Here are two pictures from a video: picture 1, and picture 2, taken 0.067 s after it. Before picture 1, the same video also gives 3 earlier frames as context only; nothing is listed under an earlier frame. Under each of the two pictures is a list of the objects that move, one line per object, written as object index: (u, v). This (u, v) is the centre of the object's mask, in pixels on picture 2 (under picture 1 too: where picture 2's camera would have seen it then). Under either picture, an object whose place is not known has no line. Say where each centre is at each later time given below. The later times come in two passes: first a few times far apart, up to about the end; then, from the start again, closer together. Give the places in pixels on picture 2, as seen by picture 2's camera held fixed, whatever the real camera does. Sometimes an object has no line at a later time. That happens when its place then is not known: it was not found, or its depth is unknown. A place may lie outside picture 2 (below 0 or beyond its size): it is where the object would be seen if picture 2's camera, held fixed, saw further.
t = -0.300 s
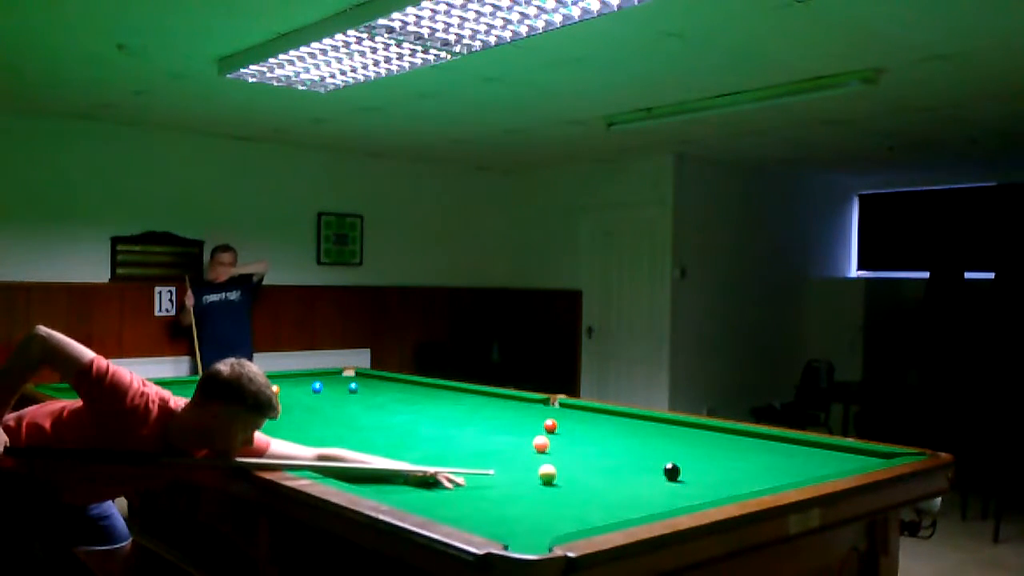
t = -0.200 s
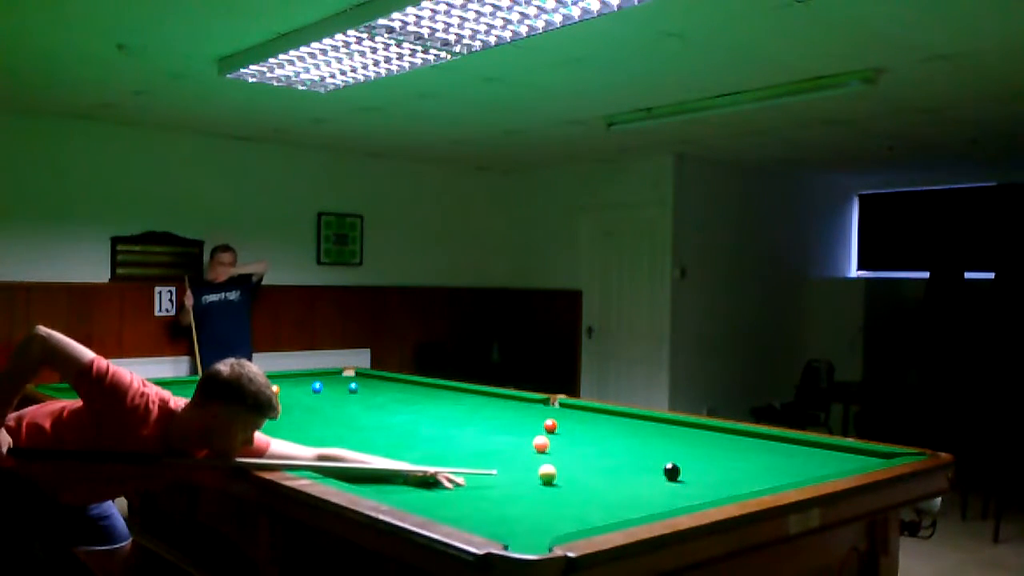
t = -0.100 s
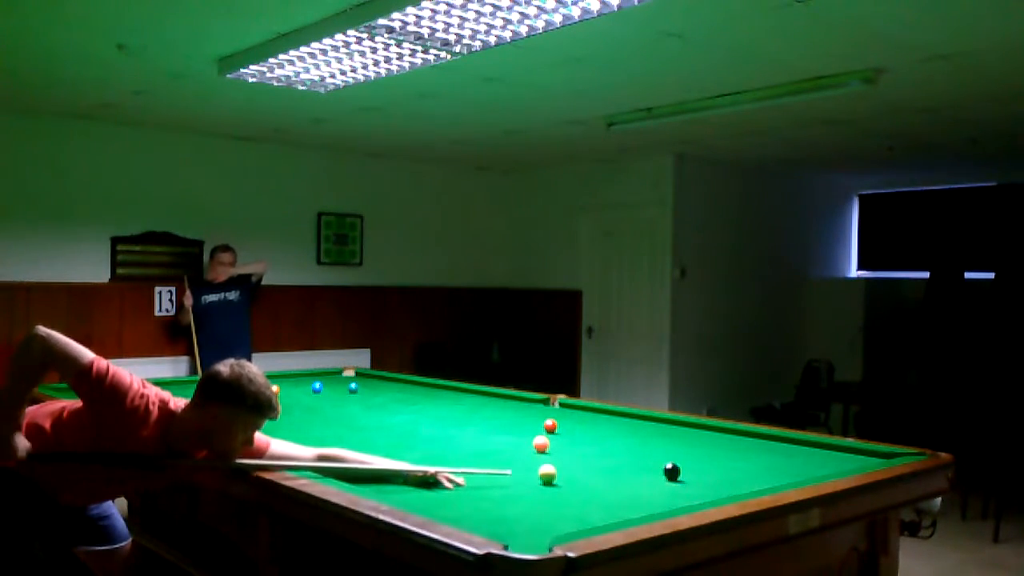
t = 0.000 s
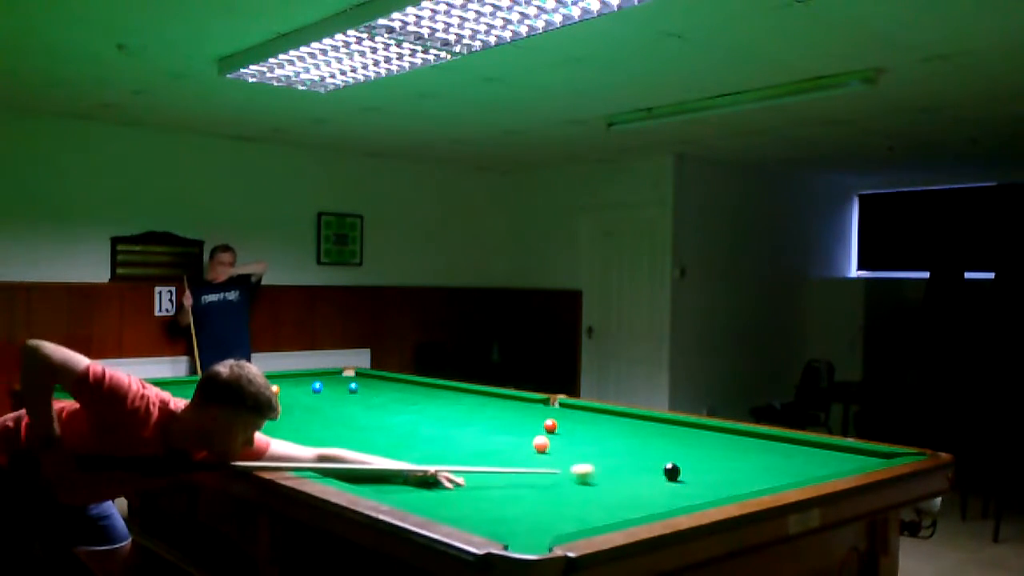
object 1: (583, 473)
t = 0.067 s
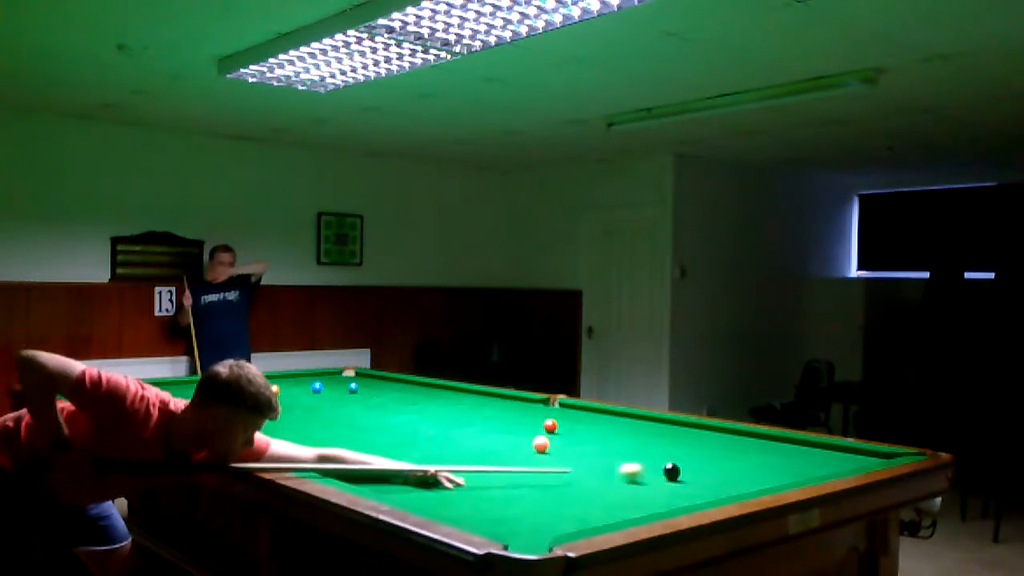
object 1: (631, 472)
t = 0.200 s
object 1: (668, 474)
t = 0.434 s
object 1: (718, 478)
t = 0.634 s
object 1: (763, 479)
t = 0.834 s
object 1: (776, 477)
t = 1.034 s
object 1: (766, 474)
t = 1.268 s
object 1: (754, 467)
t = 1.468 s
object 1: (745, 463)
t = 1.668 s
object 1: (737, 459)
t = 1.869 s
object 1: (730, 455)
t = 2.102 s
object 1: (722, 451)
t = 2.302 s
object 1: (716, 448)
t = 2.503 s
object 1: (710, 445)
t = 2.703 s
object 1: (706, 442)
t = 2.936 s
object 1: (701, 440)
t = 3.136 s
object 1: (698, 438)
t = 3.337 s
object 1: (695, 436)
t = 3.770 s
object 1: (689, 433)
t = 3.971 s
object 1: (687, 432)
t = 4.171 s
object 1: (686, 431)
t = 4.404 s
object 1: (685, 430)
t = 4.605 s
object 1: (684, 429)
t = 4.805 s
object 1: (683, 429)
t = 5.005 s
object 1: (683, 429)
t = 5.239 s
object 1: (684, 429)
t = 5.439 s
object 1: (683, 429)
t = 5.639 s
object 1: (683, 429)
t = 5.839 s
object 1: (683, 429)
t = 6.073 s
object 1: (683, 429)
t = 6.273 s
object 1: (683, 429)
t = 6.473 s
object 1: (683, 429)
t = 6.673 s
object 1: (683, 429)
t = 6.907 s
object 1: (683, 429)
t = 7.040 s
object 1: (683, 429)
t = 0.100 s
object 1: (653, 471)
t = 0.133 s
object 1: (659, 472)
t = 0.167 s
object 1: (663, 473)
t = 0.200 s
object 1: (668, 474)
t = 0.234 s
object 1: (674, 474)
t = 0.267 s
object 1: (681, 475)
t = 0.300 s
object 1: (688, 476)
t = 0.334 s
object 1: (696, 476)
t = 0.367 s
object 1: (703, 477)
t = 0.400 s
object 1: (711, 477)
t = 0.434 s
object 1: (718, 478)
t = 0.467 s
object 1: (726, 478)
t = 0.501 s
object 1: (733, 479)
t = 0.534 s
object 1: (741, 479)
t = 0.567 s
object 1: (748, 480)
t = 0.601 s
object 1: (755, 480)
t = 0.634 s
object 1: (763, 479)
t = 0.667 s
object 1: (770, 479)
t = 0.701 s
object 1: (777, 479)
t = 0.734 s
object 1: (783, 479)
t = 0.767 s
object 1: (780, 478)
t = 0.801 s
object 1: (778, 478)
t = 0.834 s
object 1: (776, 477)
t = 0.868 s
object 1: (775, 477)
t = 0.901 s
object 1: (773, 477)
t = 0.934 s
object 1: (771, 476)
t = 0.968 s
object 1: (769, 475)
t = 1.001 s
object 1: (767, 475)
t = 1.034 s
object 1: (766, 474)
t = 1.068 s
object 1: (764, 473)
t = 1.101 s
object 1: (762, 472)
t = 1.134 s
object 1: (761, 471)
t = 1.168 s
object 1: (759, 470)
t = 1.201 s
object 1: (757, 469)
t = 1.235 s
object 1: (756, 468)
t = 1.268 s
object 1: (754, 467)
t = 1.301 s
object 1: (752, 467)
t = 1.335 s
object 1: (751, 466)
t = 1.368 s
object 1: (749, 465)
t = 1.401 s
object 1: (748, 465)
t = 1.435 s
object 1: (746, 464)
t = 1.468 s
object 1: (745, 463)
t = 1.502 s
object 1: (743, 462)
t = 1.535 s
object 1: (742, 462)
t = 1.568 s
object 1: (741, 461)
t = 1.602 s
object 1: (739, 460)
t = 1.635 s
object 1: (738, 460)
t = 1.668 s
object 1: (737, 459)
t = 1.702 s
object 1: (735, 458)
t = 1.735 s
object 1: (734, 457)
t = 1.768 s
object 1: (733, 457)
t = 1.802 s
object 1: (732, 456)
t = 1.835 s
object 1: (731, 456)
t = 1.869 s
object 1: (730, 455)
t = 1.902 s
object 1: (728, 454)
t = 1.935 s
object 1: (727, 454)
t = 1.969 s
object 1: (726, 453)
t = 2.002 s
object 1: (725, 453)
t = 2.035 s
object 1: (724, 452)
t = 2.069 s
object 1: (722, 452)
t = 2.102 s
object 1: (722, 451)
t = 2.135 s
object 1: (721, 451)
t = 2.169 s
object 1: (720, 450)
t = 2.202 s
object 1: (719, 449)
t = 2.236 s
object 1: (718, 449)
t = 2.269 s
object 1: (717, 448)
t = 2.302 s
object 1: (716, 448)
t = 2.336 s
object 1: (715, 447)
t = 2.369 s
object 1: (714, 447)
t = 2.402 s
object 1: (713, 447)
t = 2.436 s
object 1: (712, 446)
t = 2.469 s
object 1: (712, 446)
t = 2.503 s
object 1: (710, 445)
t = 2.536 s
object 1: (710, 445)
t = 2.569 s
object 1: (709, 444)
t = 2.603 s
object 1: (708, 444)
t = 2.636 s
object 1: (707, 443)
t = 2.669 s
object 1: (706, 443)
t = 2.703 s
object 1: (706, 442)
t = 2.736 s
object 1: (705, 442)
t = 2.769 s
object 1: (704, 442)
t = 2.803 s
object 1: (704, 442)
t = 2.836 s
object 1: (703, 441)
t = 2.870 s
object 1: (702, 441)
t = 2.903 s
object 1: (702, 440)
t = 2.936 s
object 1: (701, 440)
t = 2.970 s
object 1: (700, 440)
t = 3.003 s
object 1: (699, 439)
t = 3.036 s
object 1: (699, 439)
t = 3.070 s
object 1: (698, 439)
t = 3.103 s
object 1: (698, 438)
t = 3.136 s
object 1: (698, 438)
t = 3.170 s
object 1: (697, 438)
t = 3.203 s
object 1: (696, 437)
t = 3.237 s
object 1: (696, 437)
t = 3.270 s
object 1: (696, 437)
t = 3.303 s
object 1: (695, 437)
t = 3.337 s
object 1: (695, 436)
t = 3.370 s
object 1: (694, 436)
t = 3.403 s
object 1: (693, 436)
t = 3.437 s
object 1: (695, 435)
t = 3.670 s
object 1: (690, 433)
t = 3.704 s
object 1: (690, 433)
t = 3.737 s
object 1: (690, 433)
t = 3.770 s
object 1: (689, 433)
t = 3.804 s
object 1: (689, 433)
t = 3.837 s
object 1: (688, 433)
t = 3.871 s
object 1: (688, 433)
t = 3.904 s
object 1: (688, 432)
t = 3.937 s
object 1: (688, 432)
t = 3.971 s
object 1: (687, 432)
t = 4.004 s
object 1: (687, 432)
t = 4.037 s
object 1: (687, 431)
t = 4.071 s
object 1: (686, 431)
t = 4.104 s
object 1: (686, 431)
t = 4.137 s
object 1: (686, 431)
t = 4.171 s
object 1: (686, 431)
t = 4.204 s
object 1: (686, 431)
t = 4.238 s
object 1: (685, 431)
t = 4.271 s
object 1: (685, 431)
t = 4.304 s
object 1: (685, 431)
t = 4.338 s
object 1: (685, 431)
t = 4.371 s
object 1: (685, 430)
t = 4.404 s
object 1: (685, 430)
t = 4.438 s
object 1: (685, 430)
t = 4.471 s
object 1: (684, 430)
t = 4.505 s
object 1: (684, 430)
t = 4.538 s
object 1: (684, 430)
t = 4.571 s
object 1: (684, 430)
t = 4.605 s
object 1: (684, 429)
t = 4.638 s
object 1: (684, 429)
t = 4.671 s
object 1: (684, 429)
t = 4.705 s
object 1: (683, 429)
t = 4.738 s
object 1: (683, 429)
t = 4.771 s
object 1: (684, 429)
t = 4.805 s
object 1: (683, 429)
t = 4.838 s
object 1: (684, 429)
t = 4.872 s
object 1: (683, 429)
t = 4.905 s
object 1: (683, 429)
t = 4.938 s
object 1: (683, 429)
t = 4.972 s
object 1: (683, 429)
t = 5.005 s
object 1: (683, 429)
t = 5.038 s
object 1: (683, 429)
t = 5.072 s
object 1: (683, 429)
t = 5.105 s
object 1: (683, 429)
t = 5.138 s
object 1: (683, 429)
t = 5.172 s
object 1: (683, 429)
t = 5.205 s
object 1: (683, 429)
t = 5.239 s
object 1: (684, 429)
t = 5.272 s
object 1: (684, 429)
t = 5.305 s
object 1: (683, 429)
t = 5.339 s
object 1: (683, 429)
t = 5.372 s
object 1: (683, 429)
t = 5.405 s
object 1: (683, 429)
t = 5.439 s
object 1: (683, 429)
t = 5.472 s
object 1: (683, 429)
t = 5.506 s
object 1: (683, 429)
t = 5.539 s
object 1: (683, 429)
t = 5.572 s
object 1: (683, 429)
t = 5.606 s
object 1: (683, 429)
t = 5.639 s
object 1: (683, 429)
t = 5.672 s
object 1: (683, 429)
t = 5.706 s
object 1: (683, 429)
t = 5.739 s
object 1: (683, 429)
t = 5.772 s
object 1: (683, 429)
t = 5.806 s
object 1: (683, 429)
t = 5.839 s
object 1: (683, 429)
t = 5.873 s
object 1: (683, 429)
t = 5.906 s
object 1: (683, 429)
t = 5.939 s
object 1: (683, 429)
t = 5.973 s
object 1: (683, 429)
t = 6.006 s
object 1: (683, 429)
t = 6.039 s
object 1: (683, 429)
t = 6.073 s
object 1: (683, 429)
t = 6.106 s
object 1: (683, 429)
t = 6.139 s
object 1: (683, 429)
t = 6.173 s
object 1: (683, 429)
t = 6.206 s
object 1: (683, 429)
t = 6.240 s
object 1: (683, 429)
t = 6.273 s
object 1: (683, 429)
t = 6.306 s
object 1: (683, 429)
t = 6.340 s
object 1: (683, 429)
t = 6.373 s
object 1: (683, 429)
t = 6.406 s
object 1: (683, 429)
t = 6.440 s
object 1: (683, 429)
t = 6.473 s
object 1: (683, 429)
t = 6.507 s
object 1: (683, 429)
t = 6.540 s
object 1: (683, 429)
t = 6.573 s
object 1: (683, 429)
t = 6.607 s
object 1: (683, 429)
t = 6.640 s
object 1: (683, 429)
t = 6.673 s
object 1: (683, 429)
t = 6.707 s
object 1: (683, 429)
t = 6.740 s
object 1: (683, 429)
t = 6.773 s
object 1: (683, 429)
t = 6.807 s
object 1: (683, 429)
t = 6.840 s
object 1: (683, 429)
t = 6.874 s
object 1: (683, 429)
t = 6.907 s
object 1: (683, 429)
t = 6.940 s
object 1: (683, 429)
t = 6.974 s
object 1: (683, 429)
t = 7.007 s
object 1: (683, 429)
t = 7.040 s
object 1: (683, 429)
